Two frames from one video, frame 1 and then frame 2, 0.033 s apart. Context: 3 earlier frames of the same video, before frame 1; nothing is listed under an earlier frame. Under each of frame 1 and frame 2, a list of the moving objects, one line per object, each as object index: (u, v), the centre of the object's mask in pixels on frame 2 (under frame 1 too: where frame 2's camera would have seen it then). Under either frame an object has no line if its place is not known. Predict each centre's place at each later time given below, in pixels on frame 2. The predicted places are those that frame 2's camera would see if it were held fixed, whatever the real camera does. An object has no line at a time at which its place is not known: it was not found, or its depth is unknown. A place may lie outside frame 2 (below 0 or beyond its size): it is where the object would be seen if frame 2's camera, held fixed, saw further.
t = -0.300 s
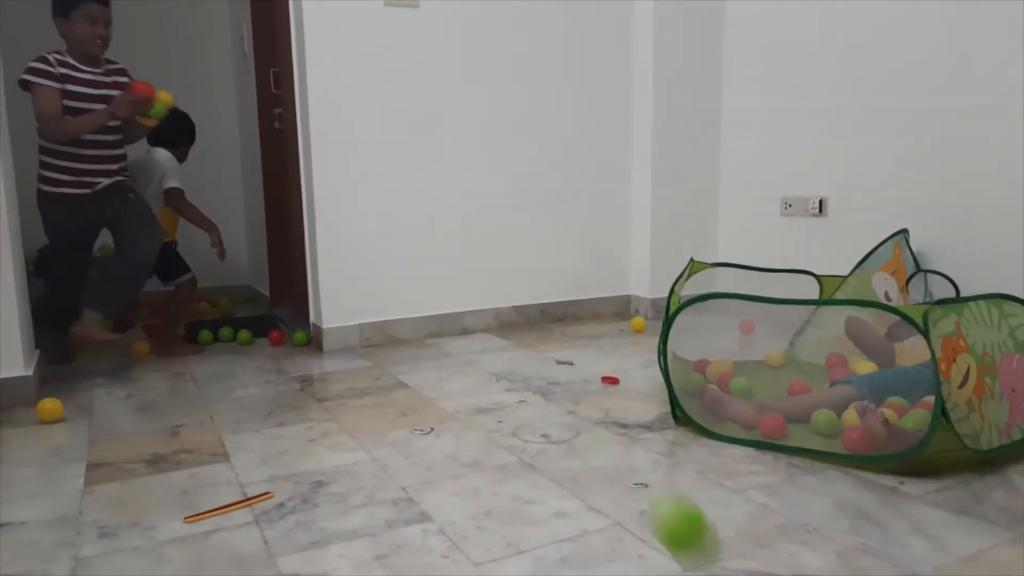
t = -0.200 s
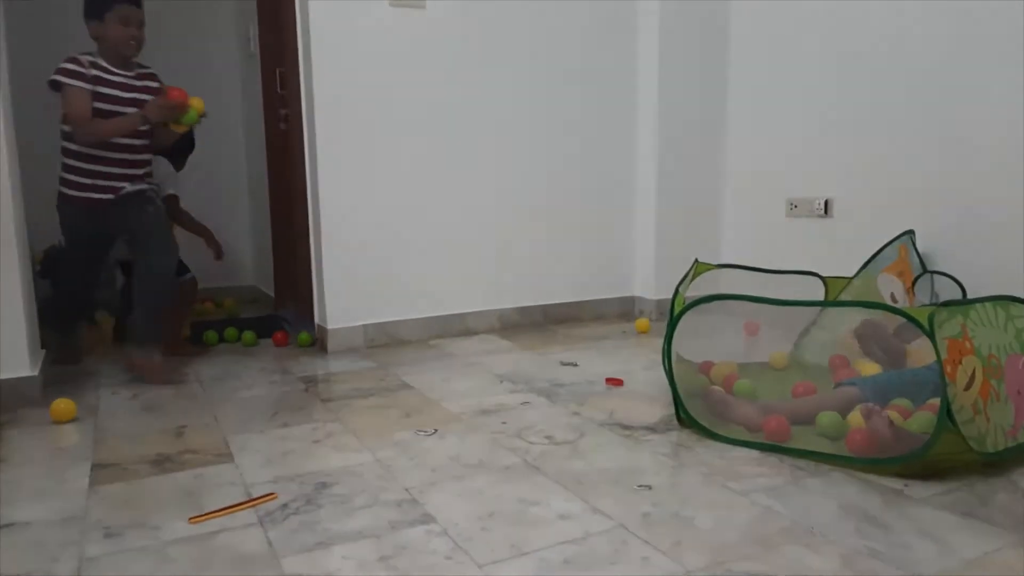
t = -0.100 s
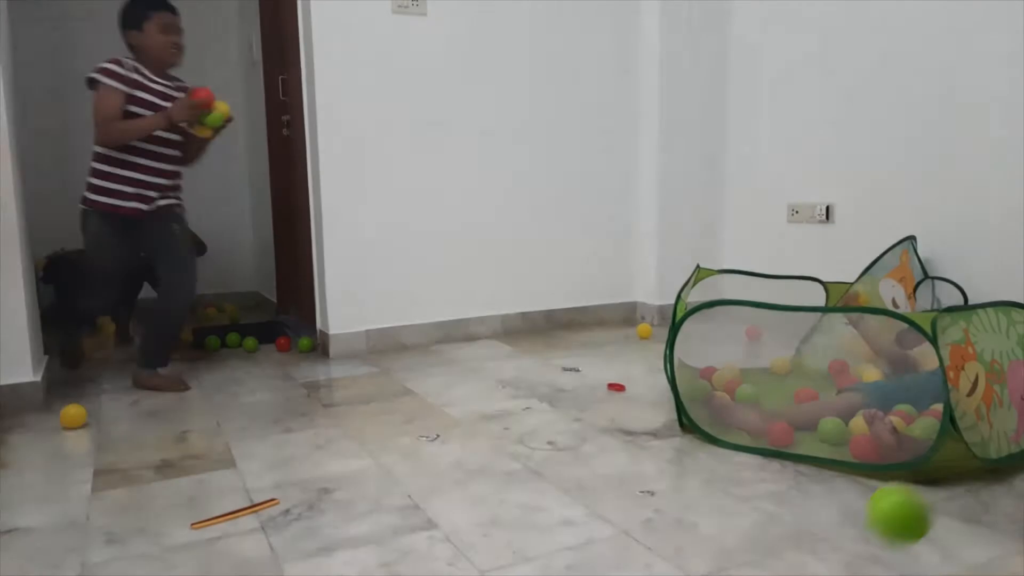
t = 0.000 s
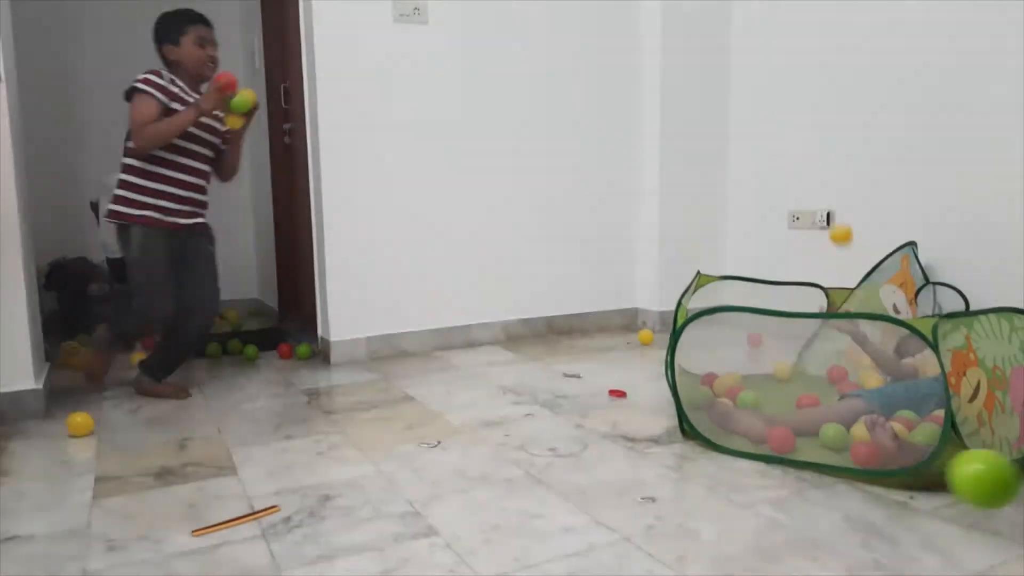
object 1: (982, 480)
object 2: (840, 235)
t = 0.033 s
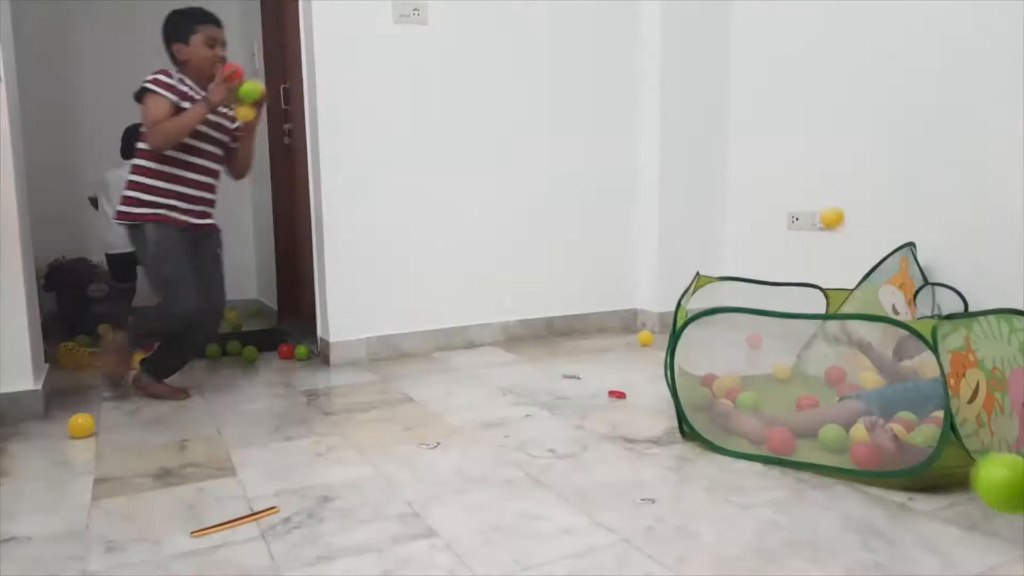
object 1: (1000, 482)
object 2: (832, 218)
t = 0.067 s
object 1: (1012, 489)
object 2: (823, 202)
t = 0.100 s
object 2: (814, 190)
